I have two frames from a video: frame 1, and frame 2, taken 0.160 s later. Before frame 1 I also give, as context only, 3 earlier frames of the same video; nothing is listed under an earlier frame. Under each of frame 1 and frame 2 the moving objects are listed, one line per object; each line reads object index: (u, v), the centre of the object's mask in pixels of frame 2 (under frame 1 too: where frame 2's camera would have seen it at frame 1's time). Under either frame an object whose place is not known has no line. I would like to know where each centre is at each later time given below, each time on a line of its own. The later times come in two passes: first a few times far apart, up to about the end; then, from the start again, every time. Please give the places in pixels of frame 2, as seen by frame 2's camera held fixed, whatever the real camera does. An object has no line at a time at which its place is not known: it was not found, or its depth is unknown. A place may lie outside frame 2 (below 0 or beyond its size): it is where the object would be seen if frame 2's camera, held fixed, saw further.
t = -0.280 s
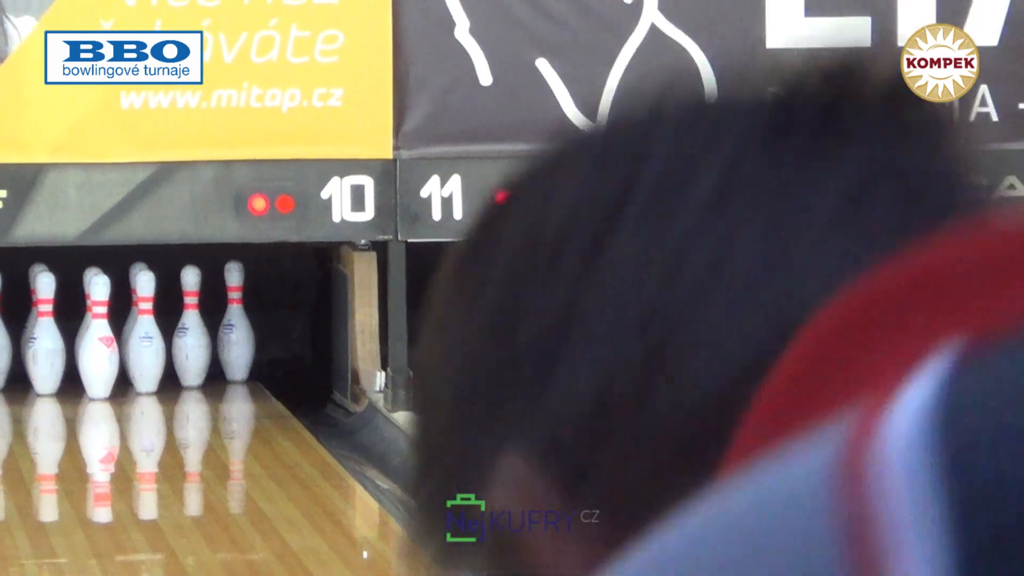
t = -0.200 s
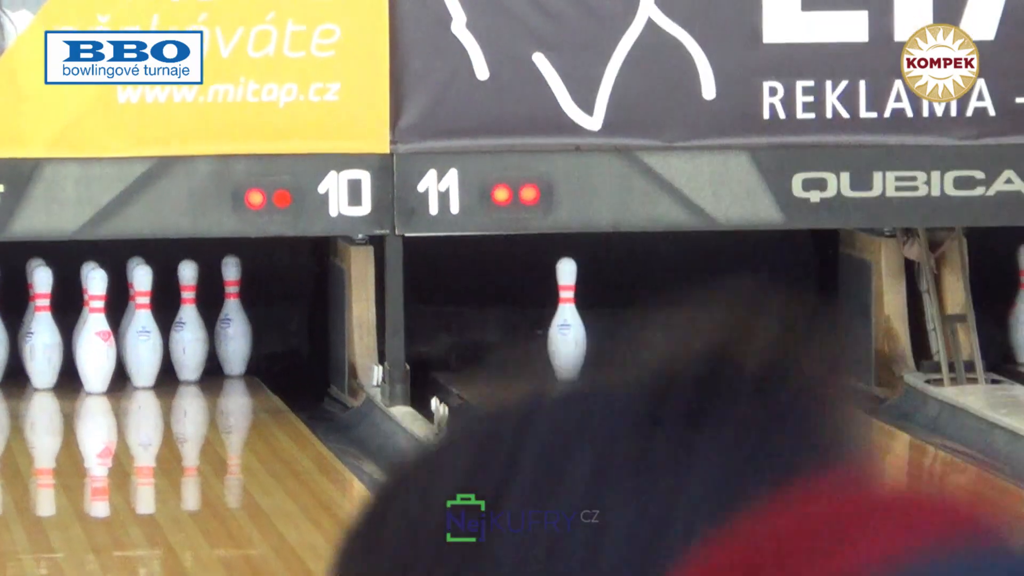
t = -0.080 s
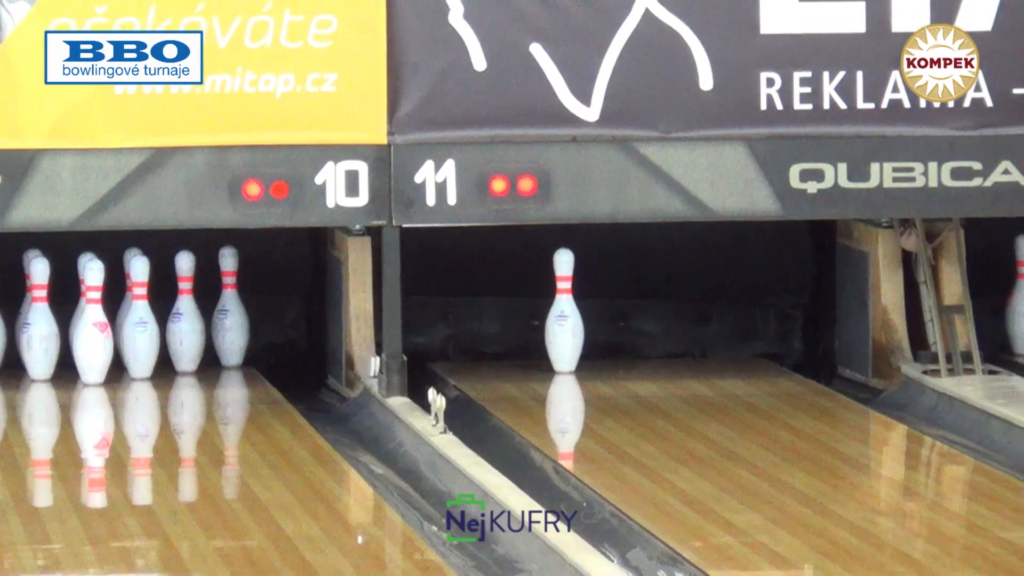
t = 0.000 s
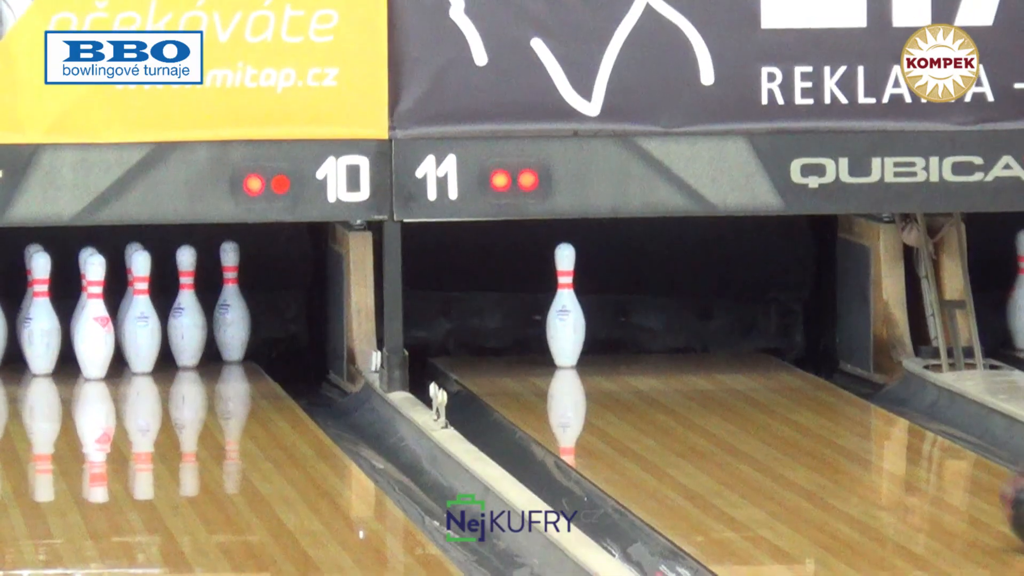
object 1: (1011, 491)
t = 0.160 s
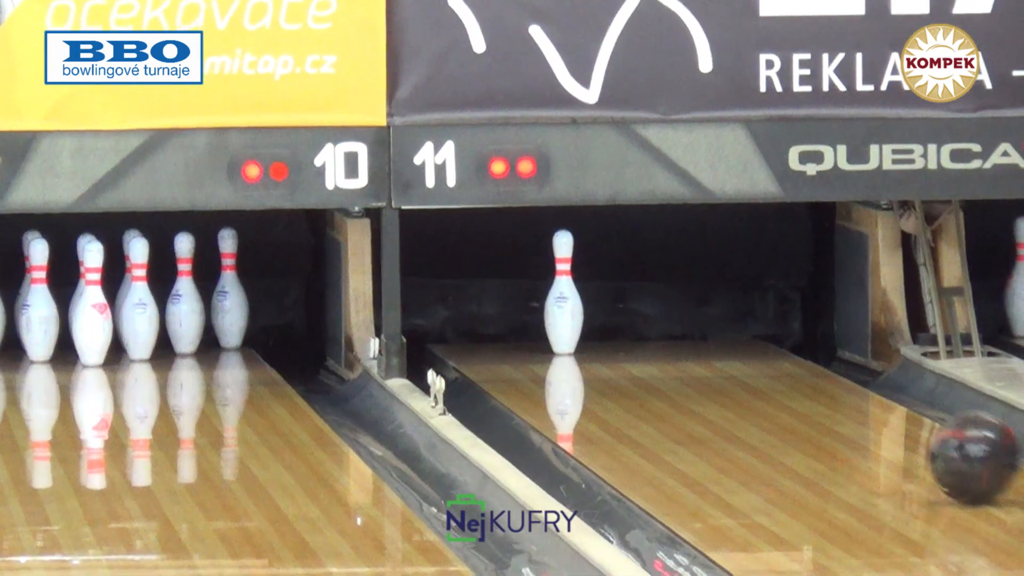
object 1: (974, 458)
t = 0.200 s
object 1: (958, 451)
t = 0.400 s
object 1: (872, 416)
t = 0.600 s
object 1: (790, 386)
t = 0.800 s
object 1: (708, 361)
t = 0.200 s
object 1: (958, 451)
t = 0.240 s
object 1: (940, 443)
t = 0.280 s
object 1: (923, 437)
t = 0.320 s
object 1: (905, 429)
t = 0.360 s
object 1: (889, 423)
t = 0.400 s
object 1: (872, 416)
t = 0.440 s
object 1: (856, 410)
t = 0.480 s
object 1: (838, 404)
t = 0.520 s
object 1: (823, 398)
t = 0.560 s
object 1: (806, 393)
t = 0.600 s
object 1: (790, 386)
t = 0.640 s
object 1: (773, 382)
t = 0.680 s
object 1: (756, 376)
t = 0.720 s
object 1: (740, 371)
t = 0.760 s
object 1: (724, 366)
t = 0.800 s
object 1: (708, 361)
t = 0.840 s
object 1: (691, 357)
